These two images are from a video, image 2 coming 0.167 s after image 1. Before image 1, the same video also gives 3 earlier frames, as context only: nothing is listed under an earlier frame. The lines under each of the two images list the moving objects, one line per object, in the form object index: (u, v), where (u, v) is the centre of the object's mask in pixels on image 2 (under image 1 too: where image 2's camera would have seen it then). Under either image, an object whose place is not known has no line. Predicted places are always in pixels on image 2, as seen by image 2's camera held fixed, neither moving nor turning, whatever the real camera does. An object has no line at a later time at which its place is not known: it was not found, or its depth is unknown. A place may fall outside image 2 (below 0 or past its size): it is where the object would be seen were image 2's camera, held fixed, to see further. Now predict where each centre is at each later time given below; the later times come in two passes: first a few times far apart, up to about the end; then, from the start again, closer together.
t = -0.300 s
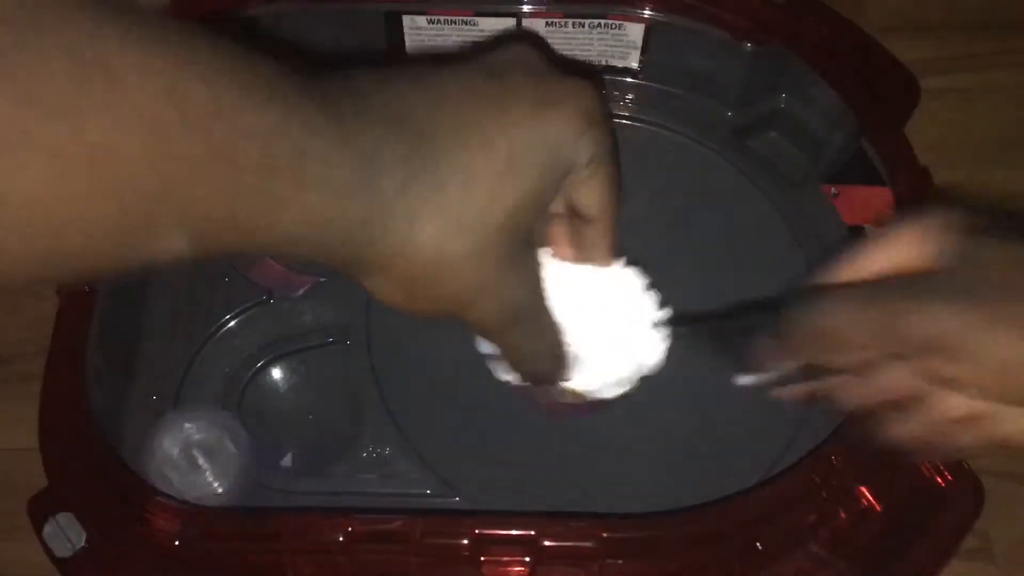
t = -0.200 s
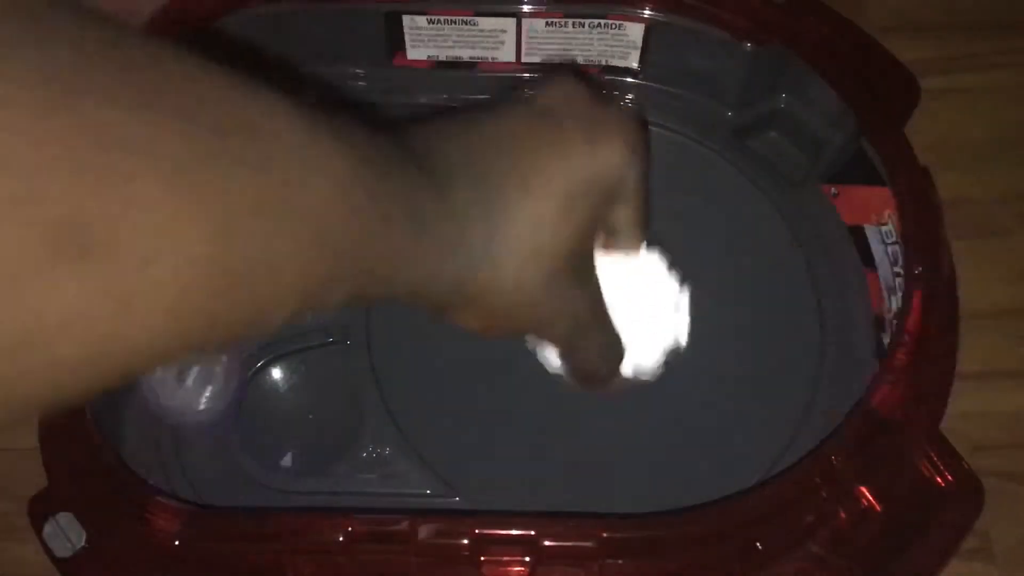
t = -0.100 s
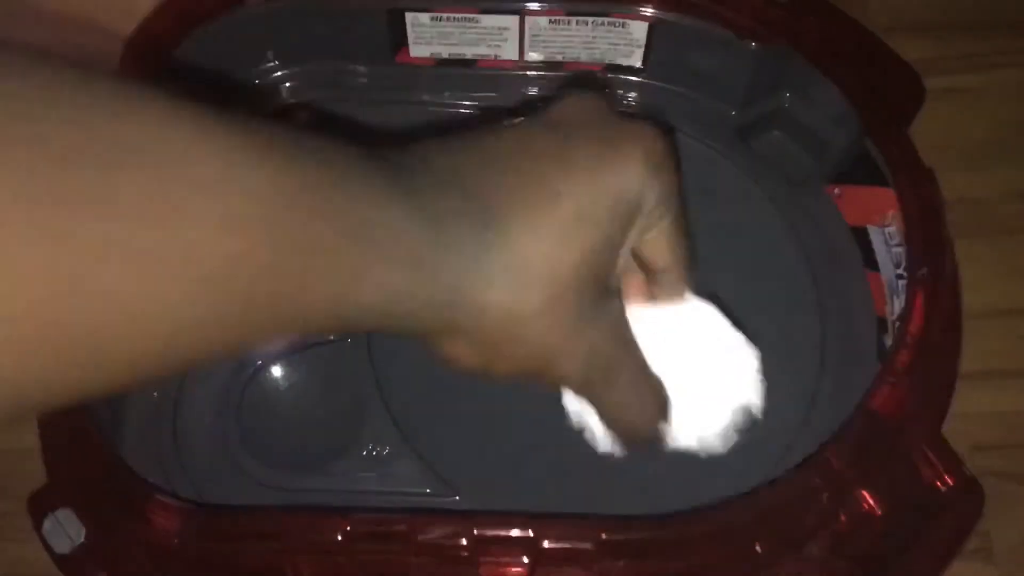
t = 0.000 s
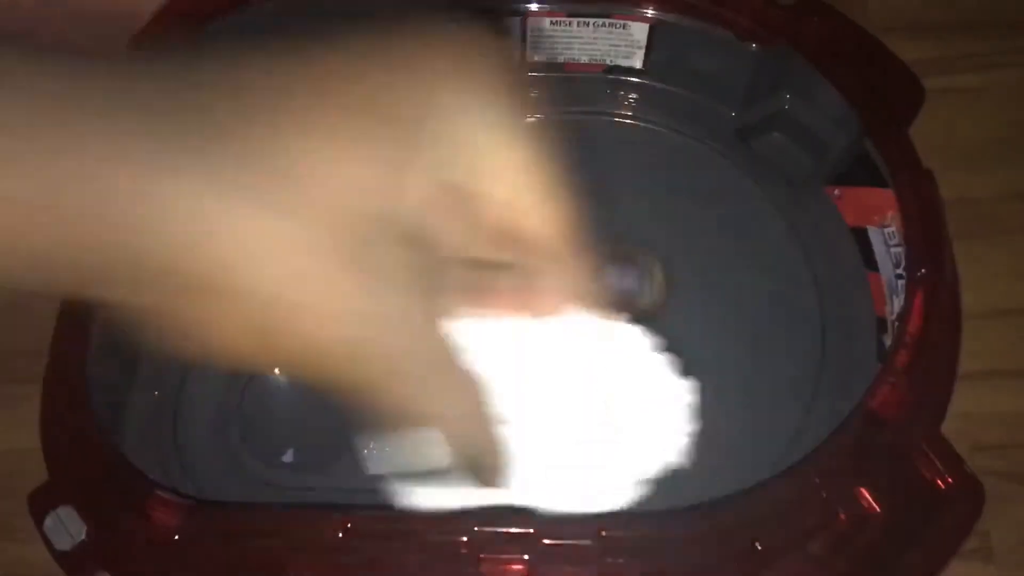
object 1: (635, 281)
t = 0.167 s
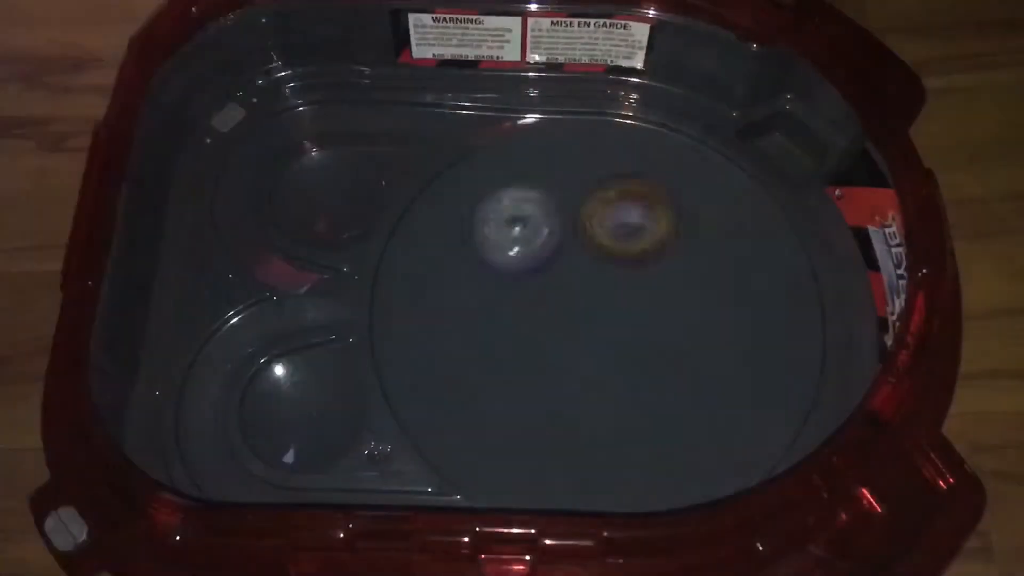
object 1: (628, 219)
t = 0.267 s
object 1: (706, 208)
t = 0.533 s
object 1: (769, 309)
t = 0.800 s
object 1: (700, 480)
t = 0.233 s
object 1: (683, 207)
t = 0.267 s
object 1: (706, 208)
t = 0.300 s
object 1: (725, 210)
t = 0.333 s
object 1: (740, 214)
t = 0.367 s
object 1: (748, 222)
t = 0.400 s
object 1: (767, 232)
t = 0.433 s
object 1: (802, 238)
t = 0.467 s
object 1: (809, 257)
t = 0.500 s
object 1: (792, 285)
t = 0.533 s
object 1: (769, 309)
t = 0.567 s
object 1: (742, 330)
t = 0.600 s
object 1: (714, 359)
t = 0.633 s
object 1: (715, 386)
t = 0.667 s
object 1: (717, 423)
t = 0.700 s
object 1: (720, 445)
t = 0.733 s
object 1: (715, 456)
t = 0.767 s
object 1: (706, 468)
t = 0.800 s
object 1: (700, 480)
